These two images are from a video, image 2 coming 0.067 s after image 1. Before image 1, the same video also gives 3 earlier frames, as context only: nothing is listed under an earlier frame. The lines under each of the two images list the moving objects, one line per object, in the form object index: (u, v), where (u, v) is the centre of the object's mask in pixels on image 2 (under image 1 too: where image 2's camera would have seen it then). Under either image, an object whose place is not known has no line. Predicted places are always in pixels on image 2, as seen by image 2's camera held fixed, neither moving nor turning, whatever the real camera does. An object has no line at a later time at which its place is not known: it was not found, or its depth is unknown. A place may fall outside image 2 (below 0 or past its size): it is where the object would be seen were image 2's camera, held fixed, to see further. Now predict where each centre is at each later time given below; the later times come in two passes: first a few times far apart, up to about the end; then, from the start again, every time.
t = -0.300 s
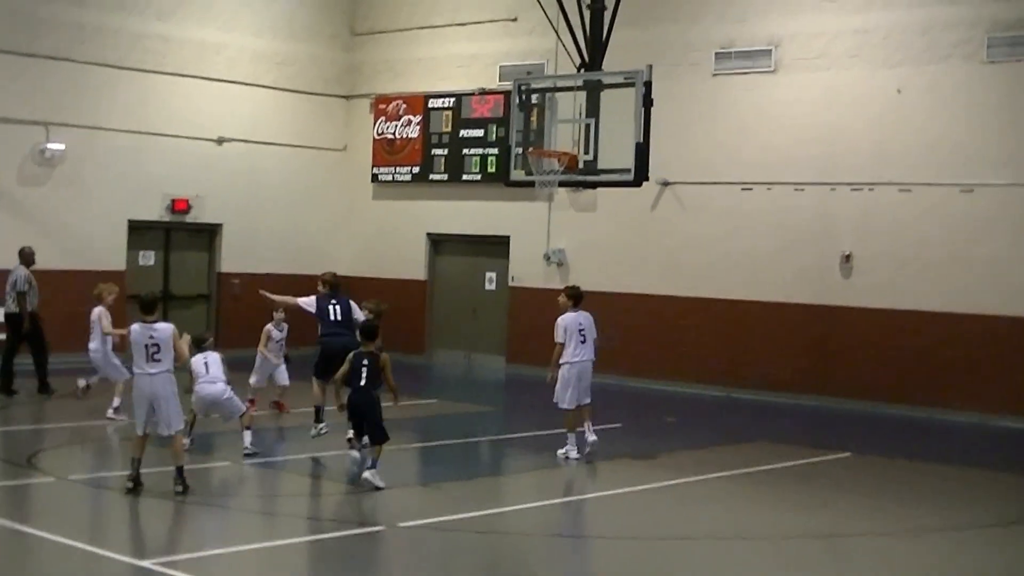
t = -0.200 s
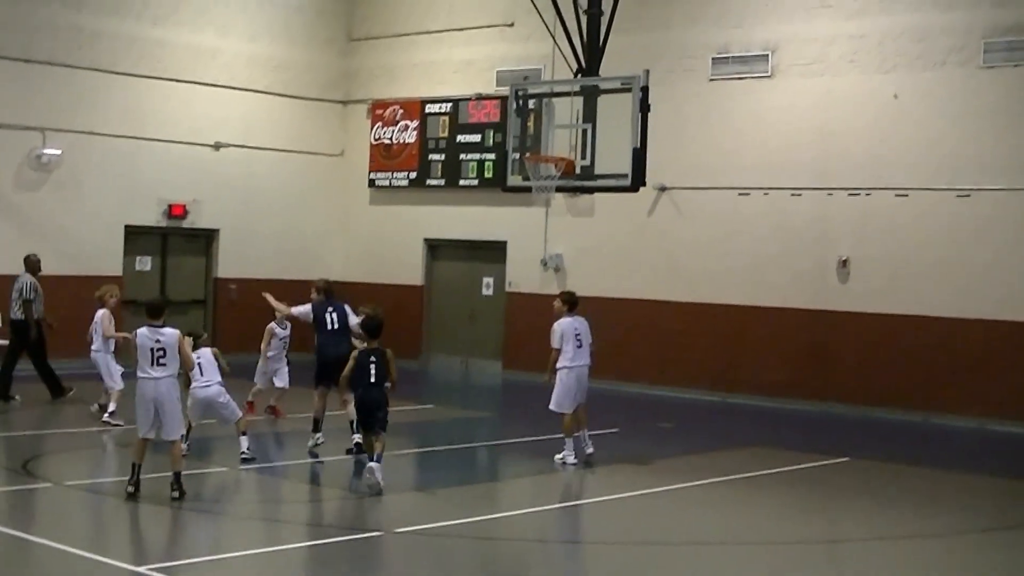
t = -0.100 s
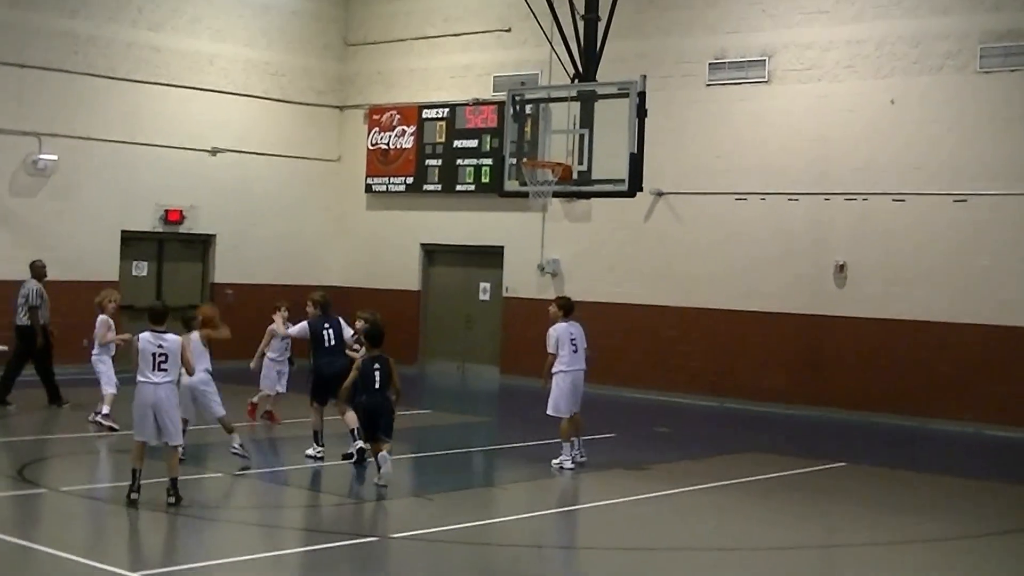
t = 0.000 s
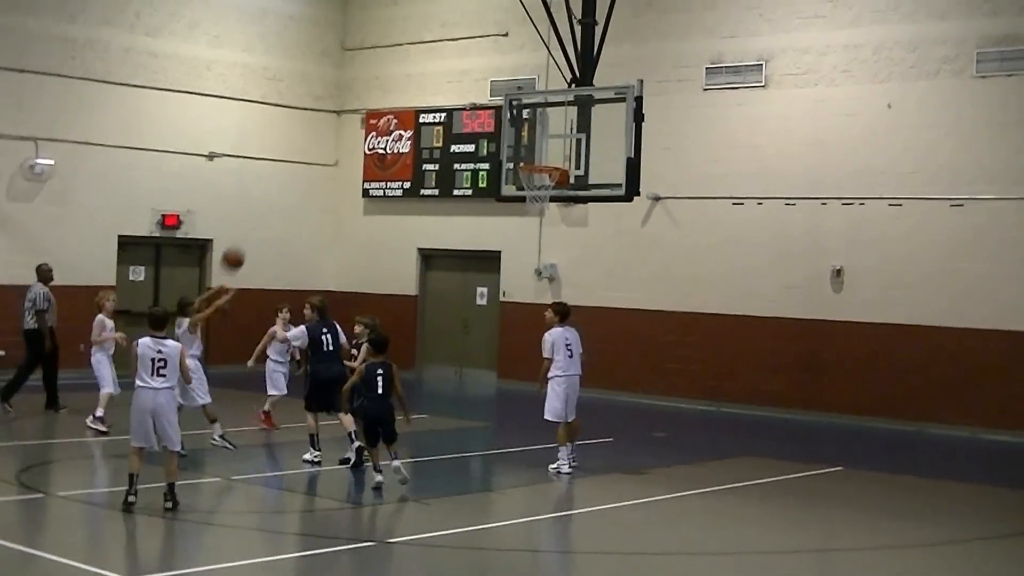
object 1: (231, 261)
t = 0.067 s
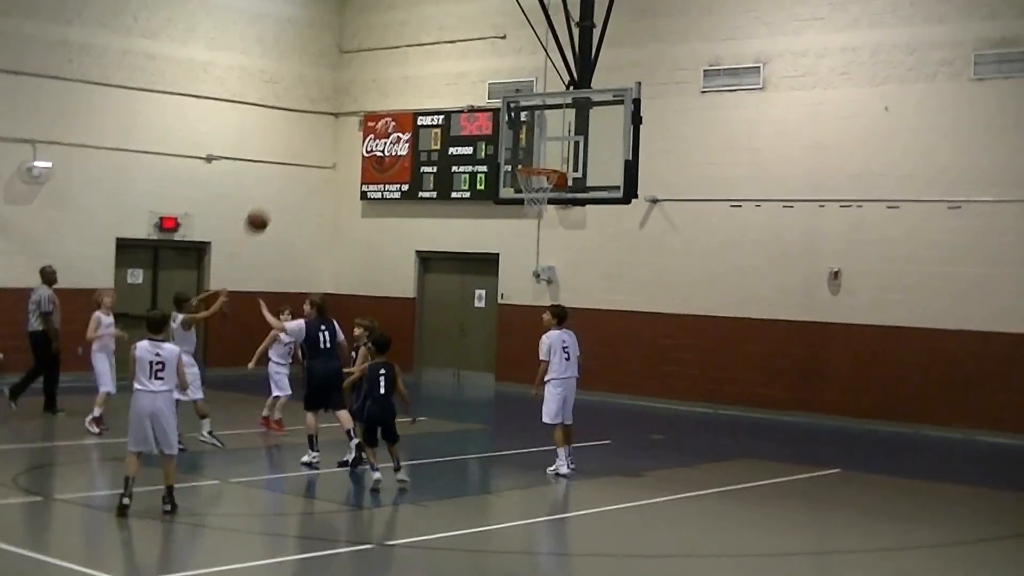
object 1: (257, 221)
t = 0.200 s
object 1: (307, 156)
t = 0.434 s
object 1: (388, 89)
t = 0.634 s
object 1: (451, 75)
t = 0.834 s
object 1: (506, 99)
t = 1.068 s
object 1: (524, 152)
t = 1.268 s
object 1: (525, 135)
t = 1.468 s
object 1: (532, 134)
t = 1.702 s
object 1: (539, 182)
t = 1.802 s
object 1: (542, 219)
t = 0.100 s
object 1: (270, 203)
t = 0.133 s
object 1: (282, 186)
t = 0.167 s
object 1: (295, 171)
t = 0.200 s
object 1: (307, 156)
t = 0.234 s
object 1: (319, 143)
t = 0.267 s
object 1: (331, 131)
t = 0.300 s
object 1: (343, 121)
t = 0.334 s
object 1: (355, 111)
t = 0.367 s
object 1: (366, 102)
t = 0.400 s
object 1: (377, 95)
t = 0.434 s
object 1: (388, 89)
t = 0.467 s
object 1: (399, 84)
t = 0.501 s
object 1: (410, 80)
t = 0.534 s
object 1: (420, 78)
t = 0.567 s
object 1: (430, 76)
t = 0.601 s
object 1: (441, 75)
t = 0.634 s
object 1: (451, 75)
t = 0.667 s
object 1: (460, 77)
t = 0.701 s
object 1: (470, 79)
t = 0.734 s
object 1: (479, 82)
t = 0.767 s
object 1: (489, 87)
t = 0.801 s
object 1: (498, 92)
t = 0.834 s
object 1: (506, 99)
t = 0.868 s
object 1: (515, 104)
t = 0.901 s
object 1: (523, 113)
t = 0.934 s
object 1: (533, 122)
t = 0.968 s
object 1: (538, 130)
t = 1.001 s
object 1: (535, 136)
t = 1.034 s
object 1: (530, 144)
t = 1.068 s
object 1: (524, 152)
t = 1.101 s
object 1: (522, 157)
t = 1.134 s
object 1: (521, 155)
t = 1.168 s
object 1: (521, 150)
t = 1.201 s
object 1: (522, 143)
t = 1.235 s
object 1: (524, 139)
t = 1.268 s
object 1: (525, 135)
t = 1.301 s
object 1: (526, 133)
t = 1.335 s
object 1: (528, 131)
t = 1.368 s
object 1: (529, 131)
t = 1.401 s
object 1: (530, 131)
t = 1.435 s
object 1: (531, 131)
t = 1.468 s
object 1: (532, 134)
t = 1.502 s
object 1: (534, 138)
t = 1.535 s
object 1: (535, 142)
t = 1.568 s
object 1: (536, 148)
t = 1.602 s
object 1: (537, 154)
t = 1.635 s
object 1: (538, 163)
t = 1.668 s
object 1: (538, 172)
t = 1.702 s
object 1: (539, 182)
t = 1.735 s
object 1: (540, 193)
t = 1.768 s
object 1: (541, 205)
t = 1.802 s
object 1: (542, 219)
